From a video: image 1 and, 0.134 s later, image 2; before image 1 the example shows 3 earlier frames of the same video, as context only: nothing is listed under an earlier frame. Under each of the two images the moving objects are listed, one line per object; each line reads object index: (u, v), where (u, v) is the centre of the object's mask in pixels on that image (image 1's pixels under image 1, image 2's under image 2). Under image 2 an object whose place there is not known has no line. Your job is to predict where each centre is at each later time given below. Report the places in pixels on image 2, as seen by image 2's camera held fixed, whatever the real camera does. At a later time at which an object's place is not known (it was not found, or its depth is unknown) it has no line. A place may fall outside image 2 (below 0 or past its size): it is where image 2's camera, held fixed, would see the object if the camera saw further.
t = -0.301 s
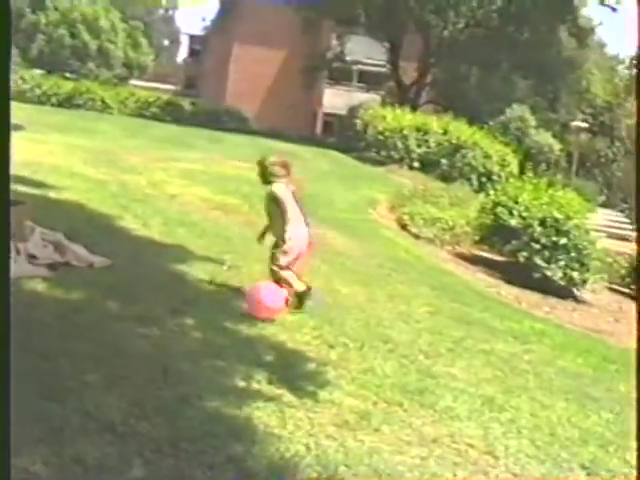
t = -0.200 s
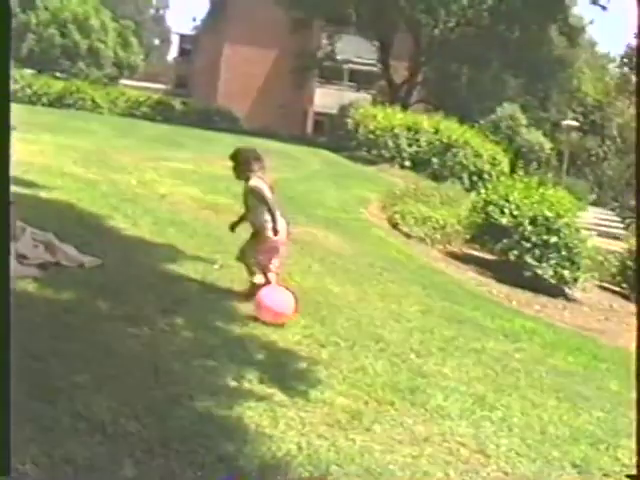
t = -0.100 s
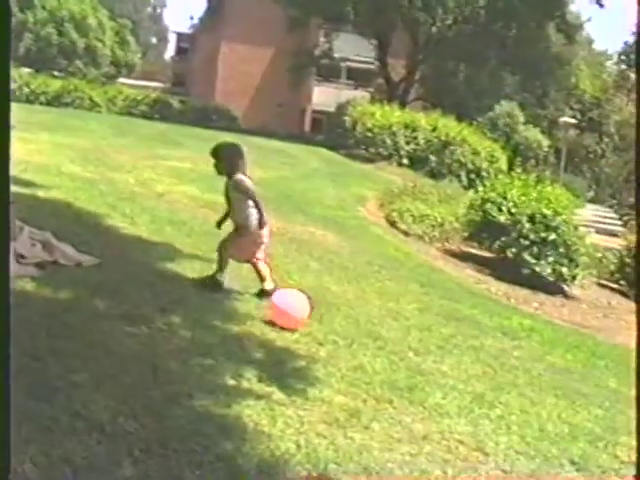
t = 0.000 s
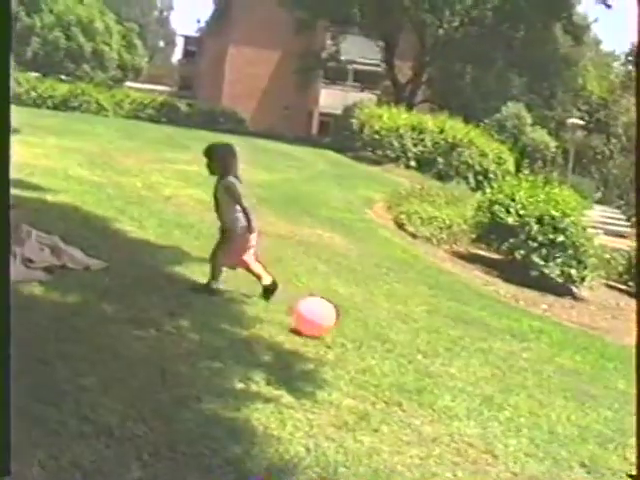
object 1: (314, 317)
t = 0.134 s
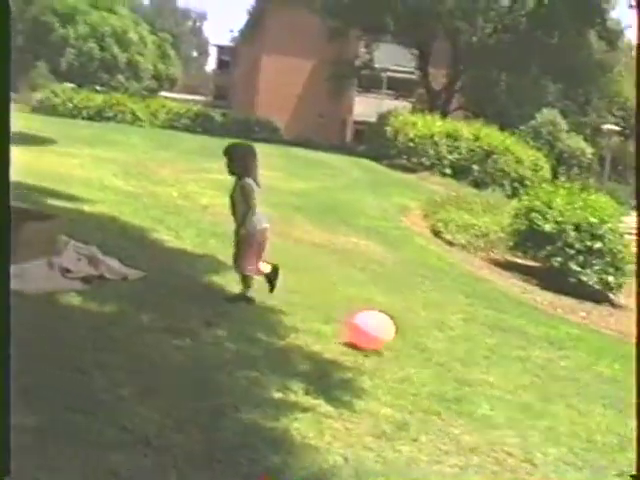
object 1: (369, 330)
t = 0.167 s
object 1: (374, 332)
